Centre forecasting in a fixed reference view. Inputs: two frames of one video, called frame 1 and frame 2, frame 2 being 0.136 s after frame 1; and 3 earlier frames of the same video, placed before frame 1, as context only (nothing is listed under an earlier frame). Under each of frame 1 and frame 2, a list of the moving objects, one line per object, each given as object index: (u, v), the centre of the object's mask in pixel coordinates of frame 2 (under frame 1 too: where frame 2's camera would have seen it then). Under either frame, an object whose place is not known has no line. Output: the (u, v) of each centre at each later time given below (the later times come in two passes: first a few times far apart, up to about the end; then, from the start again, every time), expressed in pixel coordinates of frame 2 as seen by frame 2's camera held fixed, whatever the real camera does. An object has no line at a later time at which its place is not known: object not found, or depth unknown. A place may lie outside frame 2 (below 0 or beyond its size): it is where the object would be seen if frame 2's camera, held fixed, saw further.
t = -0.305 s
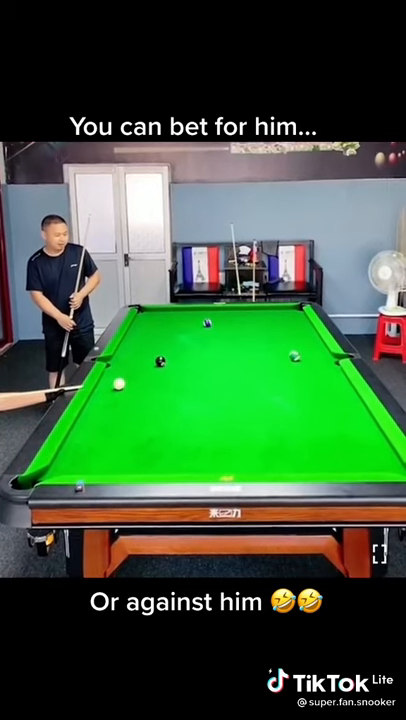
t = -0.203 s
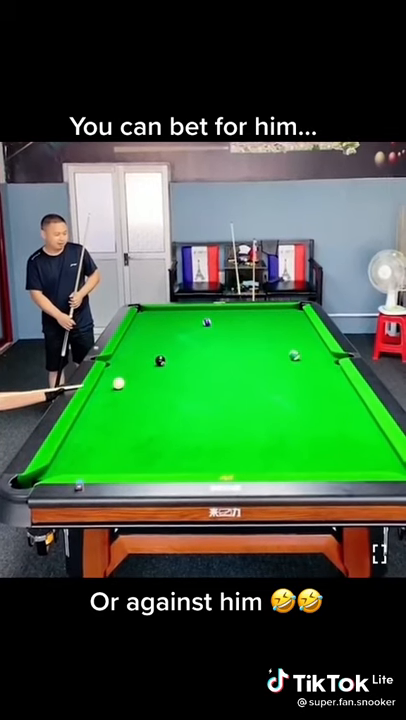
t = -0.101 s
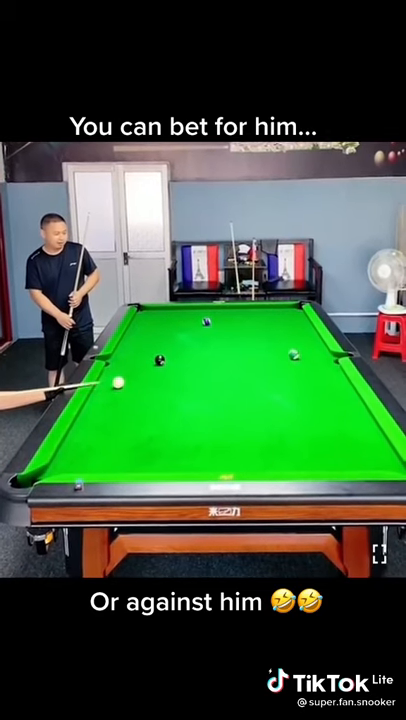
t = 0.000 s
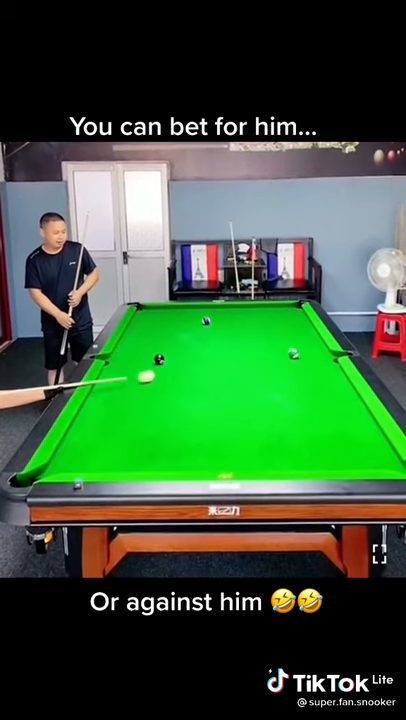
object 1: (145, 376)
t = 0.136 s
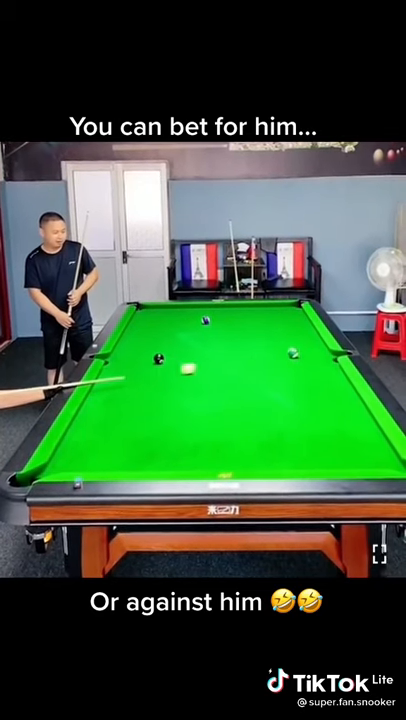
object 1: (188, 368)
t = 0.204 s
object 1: (208, 365)
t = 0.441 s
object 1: (272, 354)
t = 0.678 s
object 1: (293, 343)
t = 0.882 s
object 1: (306, 335)
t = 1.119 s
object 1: (304, 327)
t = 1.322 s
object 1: (292, 322)
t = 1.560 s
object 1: (279, 318)
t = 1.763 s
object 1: (269, 314)
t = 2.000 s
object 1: (258, 309)
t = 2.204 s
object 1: (250, 306)
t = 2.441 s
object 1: (244, 306)
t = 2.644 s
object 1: (240, 309)
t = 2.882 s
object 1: (236, 311)
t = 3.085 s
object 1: (232, 313)
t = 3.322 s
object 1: (228, 316)
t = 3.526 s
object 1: (225, 318)
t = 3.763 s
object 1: (221, 320)
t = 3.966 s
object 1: (218, 322)
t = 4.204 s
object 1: (215, 323)
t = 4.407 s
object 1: (213, 324)
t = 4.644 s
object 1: (210, 326)
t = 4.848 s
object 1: (207, 327)
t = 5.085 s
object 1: (205, 328)
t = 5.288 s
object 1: (204, 329)
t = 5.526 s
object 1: (202, 329)
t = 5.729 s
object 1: (202, 330)
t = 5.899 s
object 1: (201, 330)
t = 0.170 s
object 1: (199, 366)
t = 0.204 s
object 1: (208, 365)
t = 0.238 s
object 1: (218, 363)
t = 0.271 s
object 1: (227, 362)
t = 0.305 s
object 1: (236, 360)
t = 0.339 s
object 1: (246, 359)
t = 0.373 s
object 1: (255, 357)
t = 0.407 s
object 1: (263, 355)
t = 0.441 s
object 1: (272, 354)
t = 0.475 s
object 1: (280, 353)
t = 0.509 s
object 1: (283, 351)
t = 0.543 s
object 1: (284, 349)
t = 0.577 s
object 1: (286, 348)
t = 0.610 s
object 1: (288, 346)
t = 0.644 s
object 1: (290, 344)
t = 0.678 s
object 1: (293, 343)
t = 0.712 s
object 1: (295, 341)
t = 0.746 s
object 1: (297, 340)
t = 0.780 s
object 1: (300, 339)
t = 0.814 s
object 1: (302, 337)
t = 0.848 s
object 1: (304, 336)
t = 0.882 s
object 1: (306, 335)
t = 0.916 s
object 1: (308, 333)
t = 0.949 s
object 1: (310, 332)
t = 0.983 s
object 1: (312, 331)
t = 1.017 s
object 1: (311, 330)
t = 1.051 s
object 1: (308, 329)
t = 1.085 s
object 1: (306, 328)
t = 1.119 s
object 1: (304, 327)
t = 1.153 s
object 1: (302, 326)
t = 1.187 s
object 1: (300, 326)
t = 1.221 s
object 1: (298, 325)
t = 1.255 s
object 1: (296, 324)
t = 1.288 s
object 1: (294, 323)
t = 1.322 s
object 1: (292, 322)
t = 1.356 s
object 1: (290, 322)
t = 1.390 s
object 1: (288, 321)
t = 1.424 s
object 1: (286, 320)
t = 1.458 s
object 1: (285, 320)
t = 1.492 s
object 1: (283, 319)
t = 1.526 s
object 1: (281, 318)
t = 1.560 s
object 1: (279, 318)
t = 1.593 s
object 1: (278, 317)
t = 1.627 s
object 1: (276, 316)
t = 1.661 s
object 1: (274, 316)
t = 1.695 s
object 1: (273, 315)
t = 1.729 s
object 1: (271, 314)
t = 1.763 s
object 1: (269, 314)
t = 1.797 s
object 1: (268, 313)
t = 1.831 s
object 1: (267, 312)
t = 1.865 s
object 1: (265, 312)
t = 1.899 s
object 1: (264, 311)
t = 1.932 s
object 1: (262, 311)
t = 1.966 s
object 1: (259, 309)
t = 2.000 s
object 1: (258, 309)
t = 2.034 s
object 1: (256, 309)
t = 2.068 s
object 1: (255, 308)
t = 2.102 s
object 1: (254, 308)
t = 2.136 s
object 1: (252, 307)
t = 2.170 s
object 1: (251, 306)
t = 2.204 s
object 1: (250, 306)
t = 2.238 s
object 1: (248, 306)
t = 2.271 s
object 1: (247, 305)
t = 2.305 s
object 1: (246, 305)
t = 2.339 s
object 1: (246, 305)
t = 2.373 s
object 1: (245, 305)
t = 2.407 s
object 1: (244, 306)
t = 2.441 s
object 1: (244, 306)
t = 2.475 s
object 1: (243, 307)
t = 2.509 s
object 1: (242, 307)
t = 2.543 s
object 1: (242, 307)
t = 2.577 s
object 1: (241, 308)
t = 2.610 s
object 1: (240, 308)
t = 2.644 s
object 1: (240, 309)
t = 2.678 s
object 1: (239, 309)
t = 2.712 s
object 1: (239, 309)
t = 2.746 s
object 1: (238, 310)
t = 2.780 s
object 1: (237, 310)
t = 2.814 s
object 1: (237, 311)
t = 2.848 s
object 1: (236, 311)
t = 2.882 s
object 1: (236, 311)
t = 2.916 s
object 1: (235, 312)
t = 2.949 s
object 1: (235, 312)
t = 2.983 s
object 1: (234, 312)
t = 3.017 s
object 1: (233, 313)
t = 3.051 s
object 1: (232, 313)
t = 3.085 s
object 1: (232, 313)
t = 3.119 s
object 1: (232, 314)
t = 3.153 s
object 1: (231, 314)
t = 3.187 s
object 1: (230, 314)
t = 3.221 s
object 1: (230, 315)
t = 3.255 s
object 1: (230, 315)
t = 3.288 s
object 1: (229, 315)
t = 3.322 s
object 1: (228, 316)
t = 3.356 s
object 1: (228, 316)
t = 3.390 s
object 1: (227, 316)
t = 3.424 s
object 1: (226, 317)
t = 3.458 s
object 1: (226, 317)
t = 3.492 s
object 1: (225, 317)
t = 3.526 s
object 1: (225, 318)
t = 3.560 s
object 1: (224, 318)
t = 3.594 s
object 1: (224, 318)
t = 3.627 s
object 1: (224, 318)
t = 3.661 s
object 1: (223, 319)
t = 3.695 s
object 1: (223, 319)
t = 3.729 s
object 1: (222, 319)
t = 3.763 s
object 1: (221, 320)
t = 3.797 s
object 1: (221, 320)
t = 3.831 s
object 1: (220, 320)
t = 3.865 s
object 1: (220, 320)
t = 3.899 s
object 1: (219, 321)
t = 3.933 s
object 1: (219, 321)
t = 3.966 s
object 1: (218, 322)
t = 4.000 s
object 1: (218, 322)
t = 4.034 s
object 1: (217, 322)
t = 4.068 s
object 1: (217, 322)
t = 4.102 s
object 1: (216, 323)
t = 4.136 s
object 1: (216, 323)
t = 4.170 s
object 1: (215, 323)
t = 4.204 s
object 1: (215, 323)
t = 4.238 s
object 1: (214, 324)
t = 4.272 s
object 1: (214, 324)
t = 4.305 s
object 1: (214, 324)
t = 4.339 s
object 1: (213, 324)
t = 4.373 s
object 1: (213, 324)
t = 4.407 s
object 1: (213, 324)
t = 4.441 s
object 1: (212, 325)
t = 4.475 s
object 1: (212, 325)
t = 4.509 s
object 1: (211, 325)
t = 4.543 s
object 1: (211, 326)
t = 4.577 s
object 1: (210, 326)
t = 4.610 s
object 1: (210, 326)
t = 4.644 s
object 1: (210, 326)
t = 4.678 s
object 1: (209, 326)
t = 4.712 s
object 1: (209, 326)
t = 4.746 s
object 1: (208, 327)
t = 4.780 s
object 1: (208, 327)
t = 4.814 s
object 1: (208, 327)
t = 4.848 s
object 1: (207, 327)
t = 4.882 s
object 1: (207, 327)
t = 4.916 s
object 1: (207, 328)
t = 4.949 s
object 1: (206, 328)
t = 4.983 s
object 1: (206, 328)
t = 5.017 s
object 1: (205, 328)
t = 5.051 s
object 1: (205, 328)
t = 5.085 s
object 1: (205, 328)
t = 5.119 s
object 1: (205, 328)
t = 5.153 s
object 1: (204, 329)
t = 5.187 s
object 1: (204, 329)
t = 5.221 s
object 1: (204, 329)
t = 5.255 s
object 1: (204, 329)
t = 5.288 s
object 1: (204, 329)
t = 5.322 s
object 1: (203, 329)
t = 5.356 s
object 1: (203, 329)
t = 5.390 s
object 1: (203, 329)
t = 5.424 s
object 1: (203, 329)
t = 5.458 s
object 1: (203, 329)
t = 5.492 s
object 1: (203, 329)
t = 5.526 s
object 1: (202, 329)
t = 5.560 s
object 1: (202, 329)
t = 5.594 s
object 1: (202, 330)
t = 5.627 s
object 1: (202, 330)
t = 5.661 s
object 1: (202, 330)
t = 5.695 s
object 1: (202, 330)
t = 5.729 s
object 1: (202, 330)
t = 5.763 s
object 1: (202, 330)
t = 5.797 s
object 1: (202, 330)
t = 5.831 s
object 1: (201, 330)
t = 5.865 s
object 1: (201, 330)
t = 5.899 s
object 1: (201, 330)
